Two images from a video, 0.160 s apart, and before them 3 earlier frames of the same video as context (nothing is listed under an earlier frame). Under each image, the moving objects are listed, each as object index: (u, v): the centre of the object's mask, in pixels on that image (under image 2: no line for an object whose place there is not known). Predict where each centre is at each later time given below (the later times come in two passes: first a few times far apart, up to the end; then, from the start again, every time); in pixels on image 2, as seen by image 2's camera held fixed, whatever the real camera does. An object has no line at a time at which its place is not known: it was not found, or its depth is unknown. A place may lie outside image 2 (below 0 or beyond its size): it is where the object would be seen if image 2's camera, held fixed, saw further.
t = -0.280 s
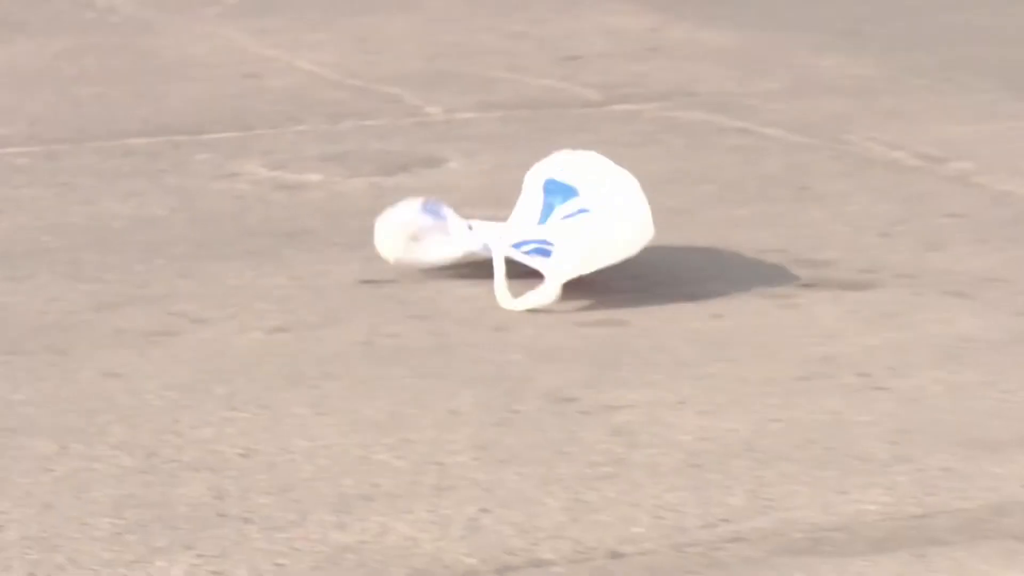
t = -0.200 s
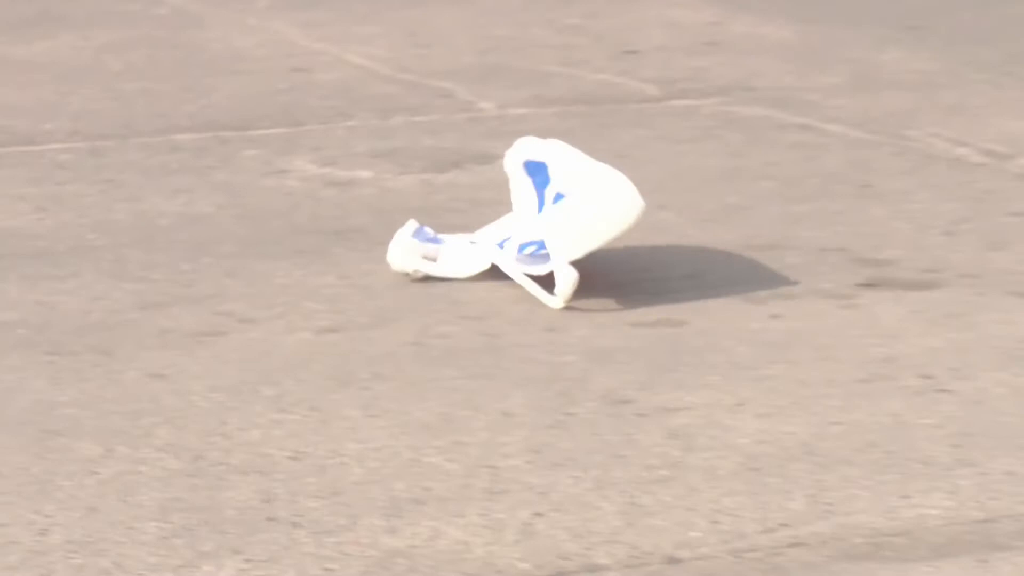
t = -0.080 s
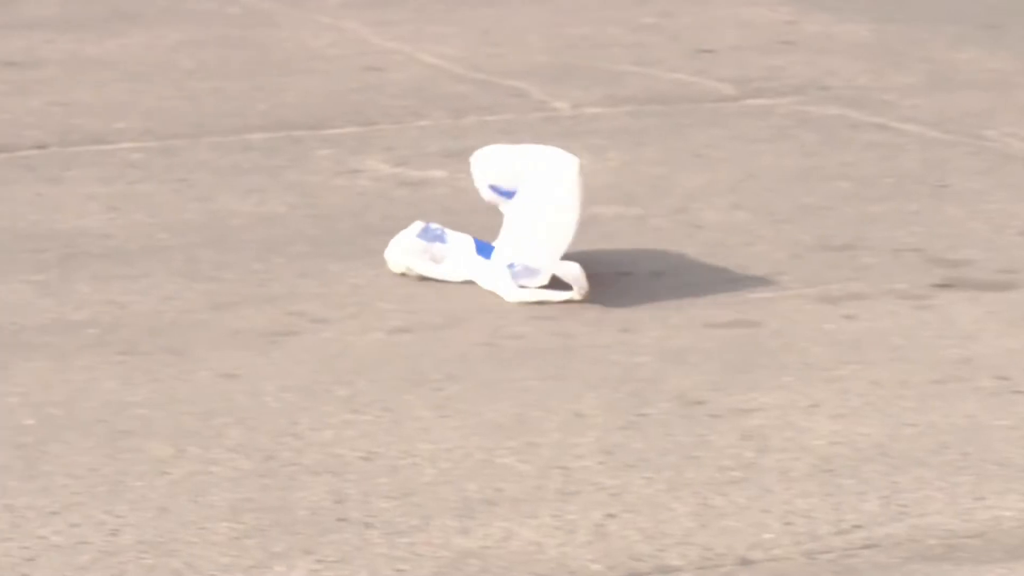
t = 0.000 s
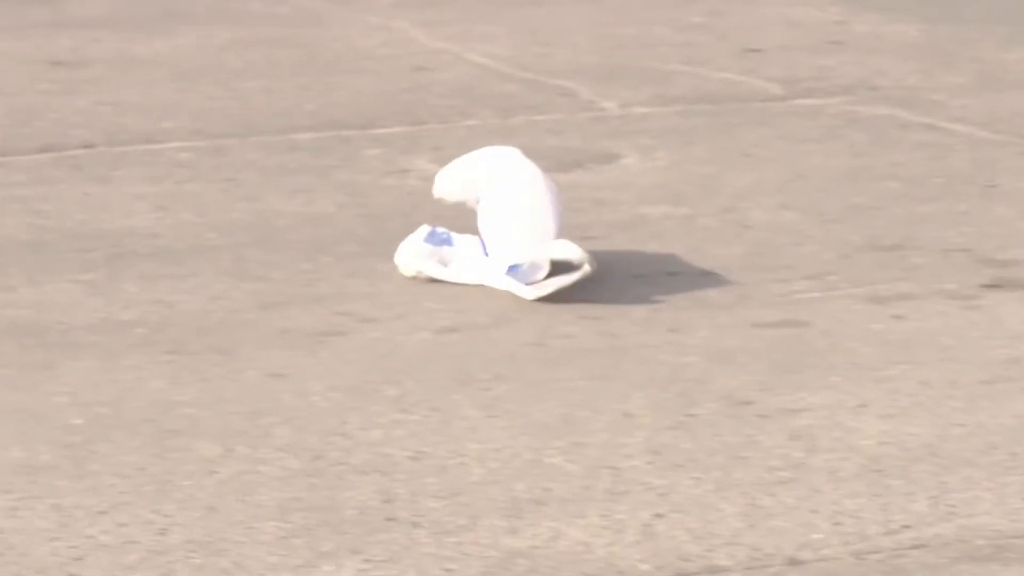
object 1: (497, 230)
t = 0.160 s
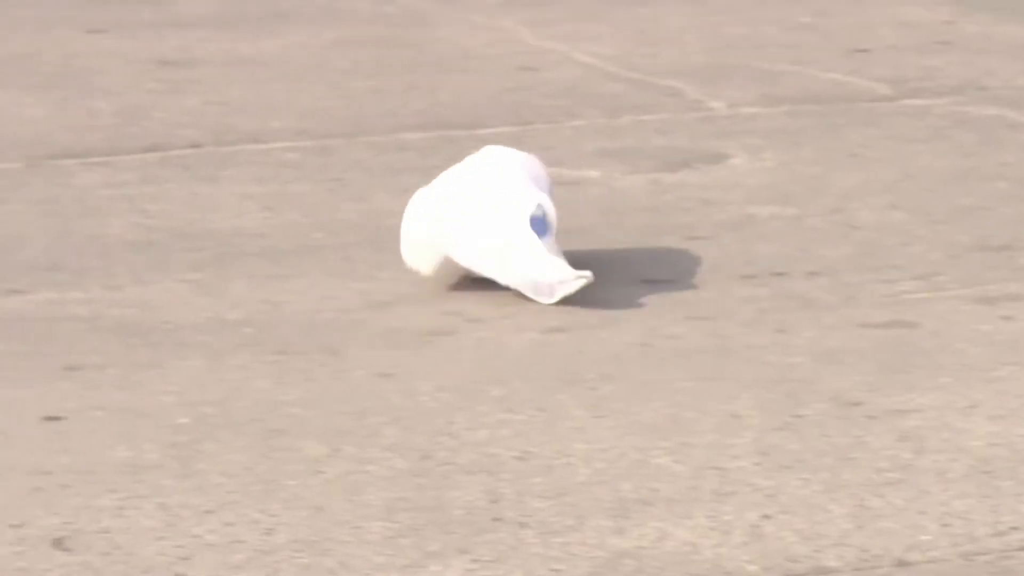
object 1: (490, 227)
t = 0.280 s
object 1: (403, 216)
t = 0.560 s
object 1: (203, 198)
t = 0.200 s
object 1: (463, 226)
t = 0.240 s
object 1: (433, 221)
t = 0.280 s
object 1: (403, 216)
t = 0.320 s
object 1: (380, 212)
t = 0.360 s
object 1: (355, 206)
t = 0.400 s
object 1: (329, 202)
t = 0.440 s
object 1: (302, 199)
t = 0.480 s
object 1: (271, 198)
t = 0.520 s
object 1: (239, 197)
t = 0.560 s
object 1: (203, 198)
